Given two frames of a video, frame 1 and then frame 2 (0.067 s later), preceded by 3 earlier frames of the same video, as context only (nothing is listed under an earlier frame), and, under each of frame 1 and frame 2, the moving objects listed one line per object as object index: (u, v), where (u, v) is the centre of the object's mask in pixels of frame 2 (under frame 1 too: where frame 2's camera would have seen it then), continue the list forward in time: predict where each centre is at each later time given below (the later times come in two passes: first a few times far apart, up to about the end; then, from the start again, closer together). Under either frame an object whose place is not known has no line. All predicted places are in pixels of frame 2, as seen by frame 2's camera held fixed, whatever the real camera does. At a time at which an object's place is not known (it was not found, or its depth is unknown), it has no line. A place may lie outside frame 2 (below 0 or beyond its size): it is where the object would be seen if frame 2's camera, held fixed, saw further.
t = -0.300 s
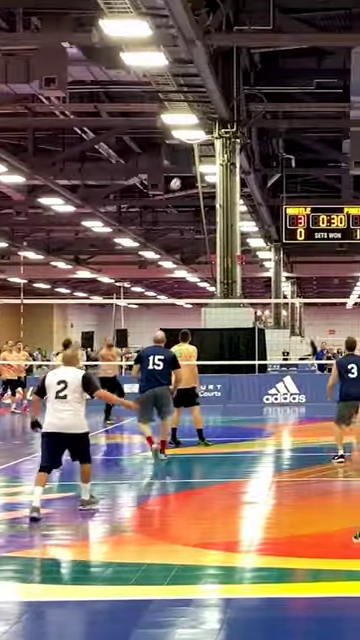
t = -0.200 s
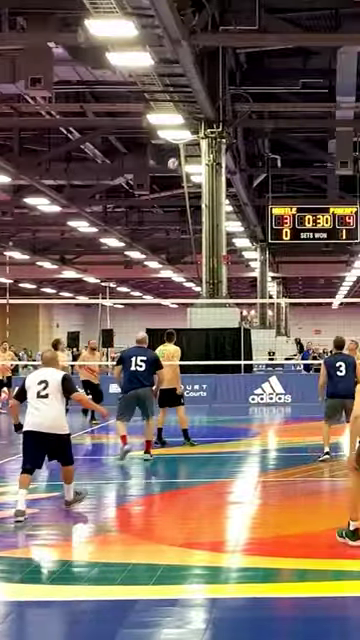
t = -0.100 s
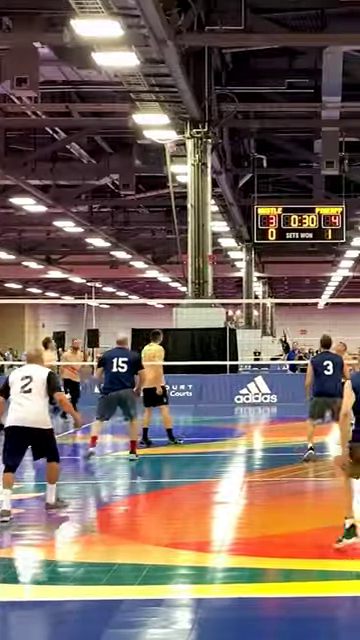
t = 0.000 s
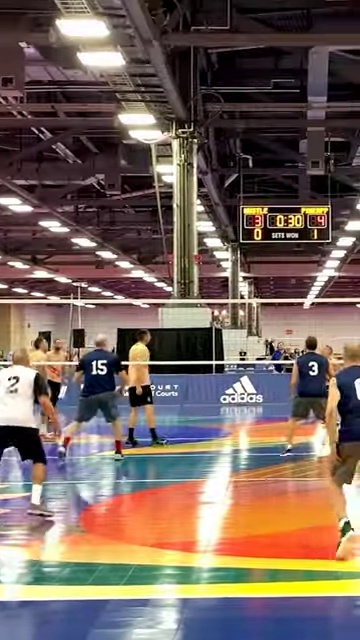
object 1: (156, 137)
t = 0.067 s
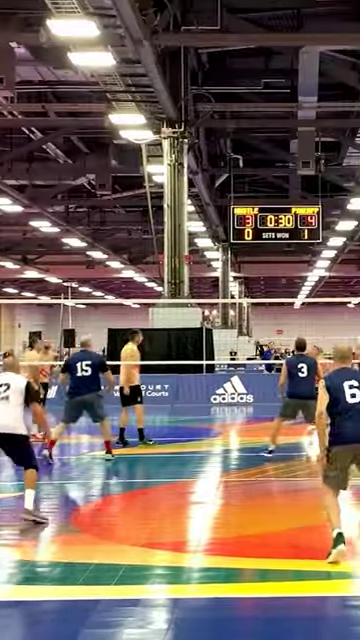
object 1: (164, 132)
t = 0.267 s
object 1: (192, 130)
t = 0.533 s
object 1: (226, 159)
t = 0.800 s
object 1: (261, 222)
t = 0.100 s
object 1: (170, 130)
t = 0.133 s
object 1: (174, 129)
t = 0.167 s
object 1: (180, 129)
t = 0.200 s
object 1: (183, 128)
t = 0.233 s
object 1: (188, 130)
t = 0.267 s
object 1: (192, 130)
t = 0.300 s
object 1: (196, 131)
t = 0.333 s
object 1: (200, 134)
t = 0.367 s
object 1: (204, 137)
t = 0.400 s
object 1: (209, 140)
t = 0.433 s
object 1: (213, 144)
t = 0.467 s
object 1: (218, 148)
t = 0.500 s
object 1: (222, 153)
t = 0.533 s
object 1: (226, 159)
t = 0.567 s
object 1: (231, 164)
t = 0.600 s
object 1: (235, 171)
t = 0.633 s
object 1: (240, 179)
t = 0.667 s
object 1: (244, 187)
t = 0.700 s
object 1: (248, 195)
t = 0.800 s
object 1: (261, 222)
